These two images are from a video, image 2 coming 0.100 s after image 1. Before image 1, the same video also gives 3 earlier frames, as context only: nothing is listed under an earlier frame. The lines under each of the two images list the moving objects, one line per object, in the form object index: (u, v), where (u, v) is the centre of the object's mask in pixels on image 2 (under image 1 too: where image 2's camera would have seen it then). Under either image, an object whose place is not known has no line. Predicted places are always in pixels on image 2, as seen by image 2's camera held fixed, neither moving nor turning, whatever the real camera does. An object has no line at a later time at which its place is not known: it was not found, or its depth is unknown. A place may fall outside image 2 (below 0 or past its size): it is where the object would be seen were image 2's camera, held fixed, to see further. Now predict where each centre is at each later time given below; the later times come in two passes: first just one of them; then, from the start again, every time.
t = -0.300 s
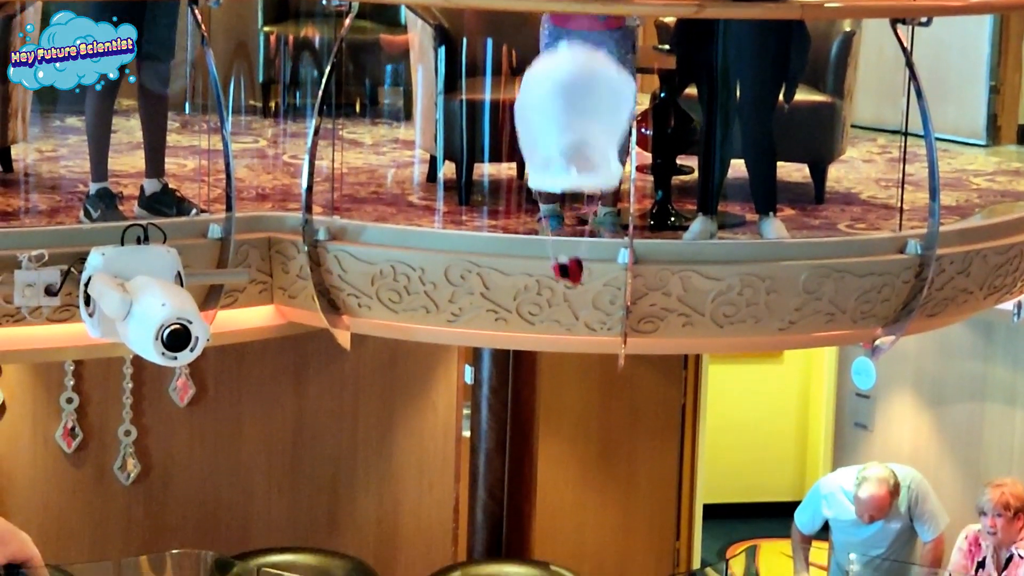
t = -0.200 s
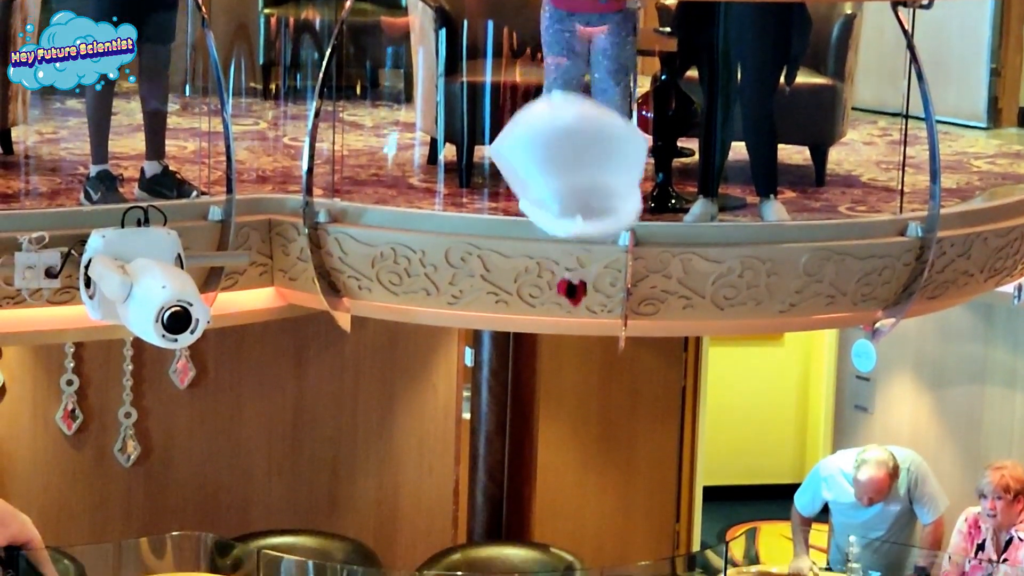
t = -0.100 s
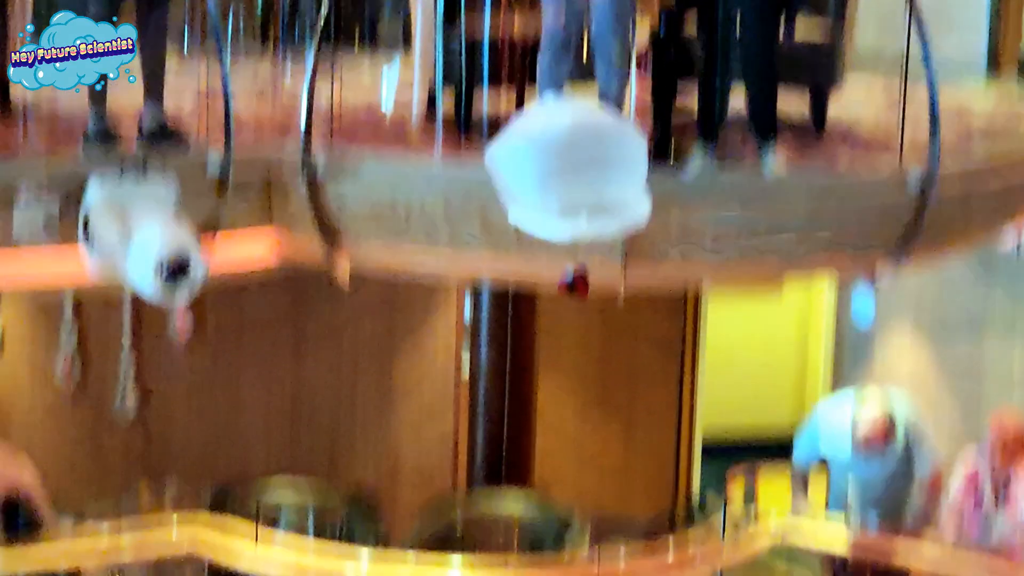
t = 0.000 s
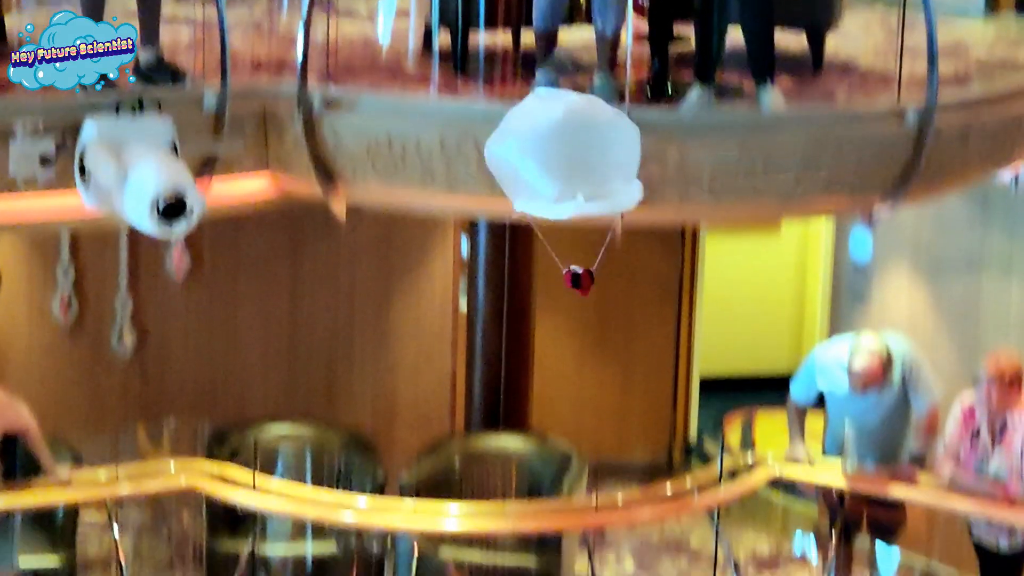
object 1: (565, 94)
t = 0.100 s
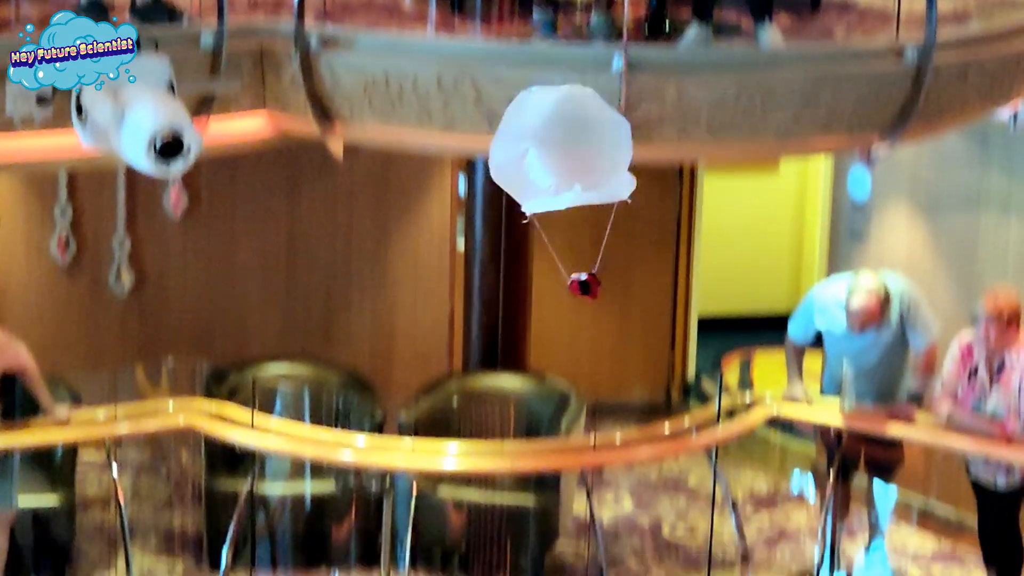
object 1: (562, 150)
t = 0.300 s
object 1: (564, 287)
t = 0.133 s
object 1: (562, 172)
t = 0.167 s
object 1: (563, 195)
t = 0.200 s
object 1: (564, 220)
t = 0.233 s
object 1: (564, 242)
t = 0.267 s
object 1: (564, 265)
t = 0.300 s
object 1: (564, 287)
